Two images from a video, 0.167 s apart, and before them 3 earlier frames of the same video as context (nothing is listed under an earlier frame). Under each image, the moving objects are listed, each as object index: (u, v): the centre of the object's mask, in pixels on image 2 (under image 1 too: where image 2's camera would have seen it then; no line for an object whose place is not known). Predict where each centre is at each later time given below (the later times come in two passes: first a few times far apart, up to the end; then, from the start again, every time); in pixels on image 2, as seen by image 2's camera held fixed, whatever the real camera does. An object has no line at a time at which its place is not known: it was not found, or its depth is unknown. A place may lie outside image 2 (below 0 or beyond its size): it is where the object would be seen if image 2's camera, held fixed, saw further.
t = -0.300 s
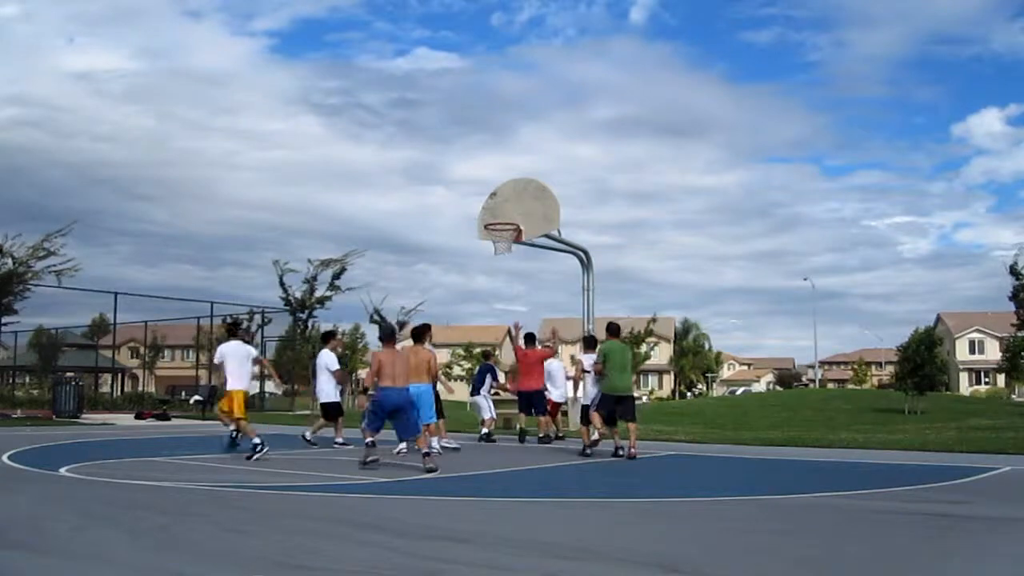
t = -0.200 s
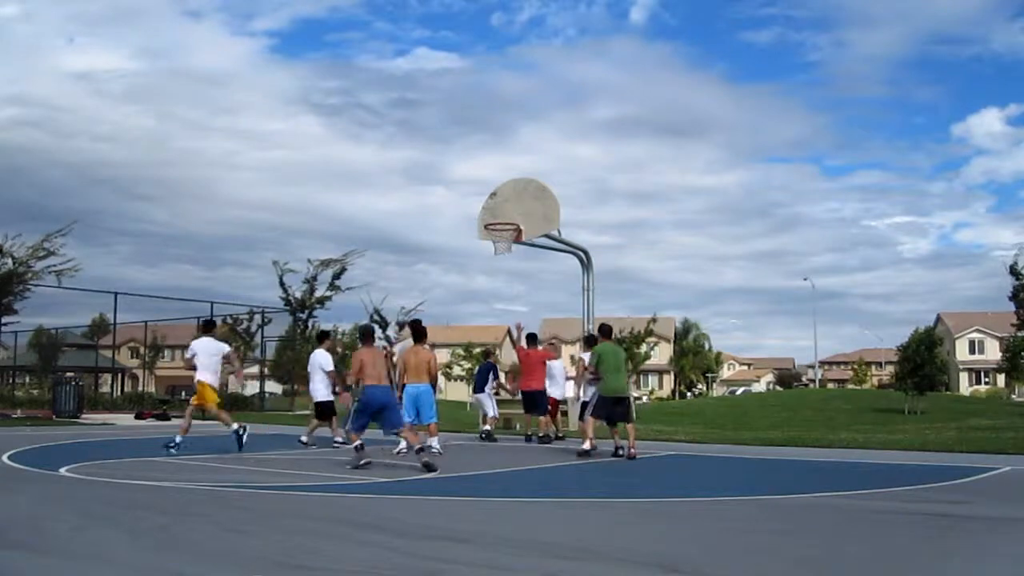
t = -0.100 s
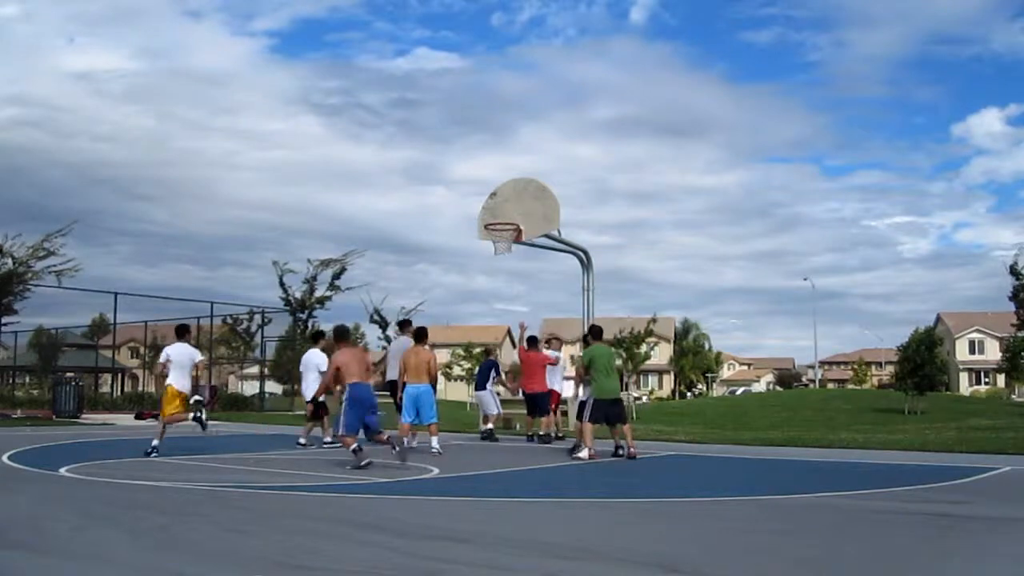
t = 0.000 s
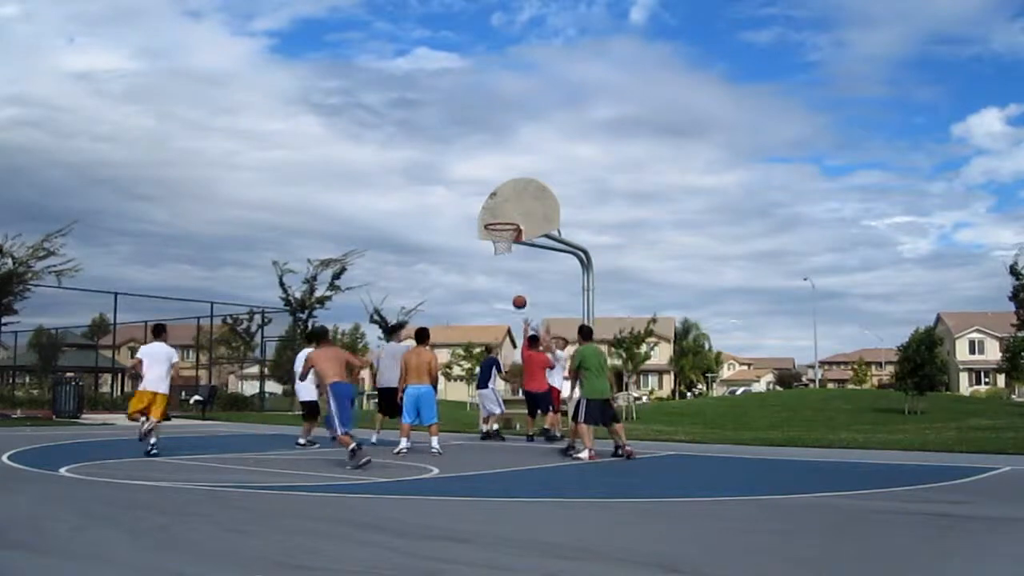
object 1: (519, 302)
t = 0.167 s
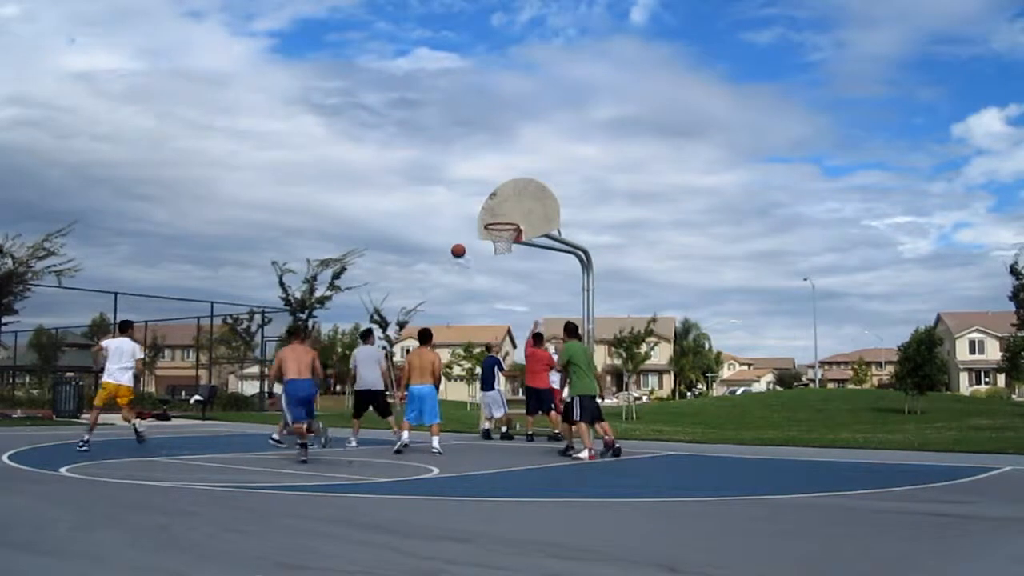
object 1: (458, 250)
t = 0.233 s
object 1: (433, 235)
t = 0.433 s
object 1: (356, 200)
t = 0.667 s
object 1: (262, 191)
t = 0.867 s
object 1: (176, 211)
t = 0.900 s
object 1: (162, 218)
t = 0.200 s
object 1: (445, 242)
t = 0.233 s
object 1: (433, 235)
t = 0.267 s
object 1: (420, 227)
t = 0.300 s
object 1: (408, 220)
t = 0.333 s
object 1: (395, 214)
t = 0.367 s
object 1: (382, 209)
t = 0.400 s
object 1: (369, 204)
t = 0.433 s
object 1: (356, 200)
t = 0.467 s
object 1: (342, 196)
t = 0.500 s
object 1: (330, 194)
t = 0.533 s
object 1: (316, 192)
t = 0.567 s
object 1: (303, 190)
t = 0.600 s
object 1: (289, 190)
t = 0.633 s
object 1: (276, 190)
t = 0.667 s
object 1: (262, 191)
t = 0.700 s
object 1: (248, 193)
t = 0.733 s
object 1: (234, 195)
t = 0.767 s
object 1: (220, 198)
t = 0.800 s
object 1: (205, 201)
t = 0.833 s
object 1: (190, 206)
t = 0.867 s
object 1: (176, 211)
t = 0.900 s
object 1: (162, 218)
